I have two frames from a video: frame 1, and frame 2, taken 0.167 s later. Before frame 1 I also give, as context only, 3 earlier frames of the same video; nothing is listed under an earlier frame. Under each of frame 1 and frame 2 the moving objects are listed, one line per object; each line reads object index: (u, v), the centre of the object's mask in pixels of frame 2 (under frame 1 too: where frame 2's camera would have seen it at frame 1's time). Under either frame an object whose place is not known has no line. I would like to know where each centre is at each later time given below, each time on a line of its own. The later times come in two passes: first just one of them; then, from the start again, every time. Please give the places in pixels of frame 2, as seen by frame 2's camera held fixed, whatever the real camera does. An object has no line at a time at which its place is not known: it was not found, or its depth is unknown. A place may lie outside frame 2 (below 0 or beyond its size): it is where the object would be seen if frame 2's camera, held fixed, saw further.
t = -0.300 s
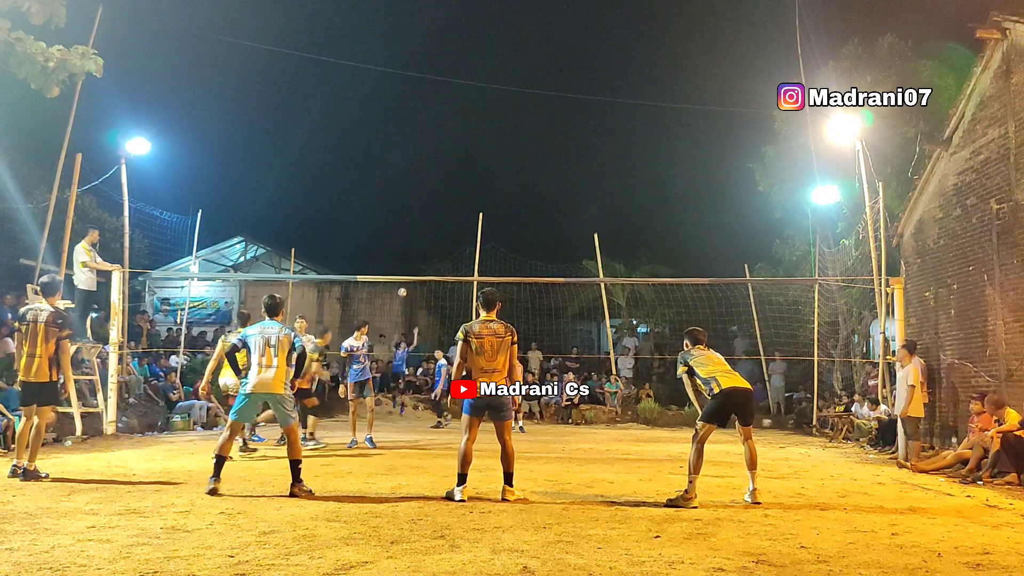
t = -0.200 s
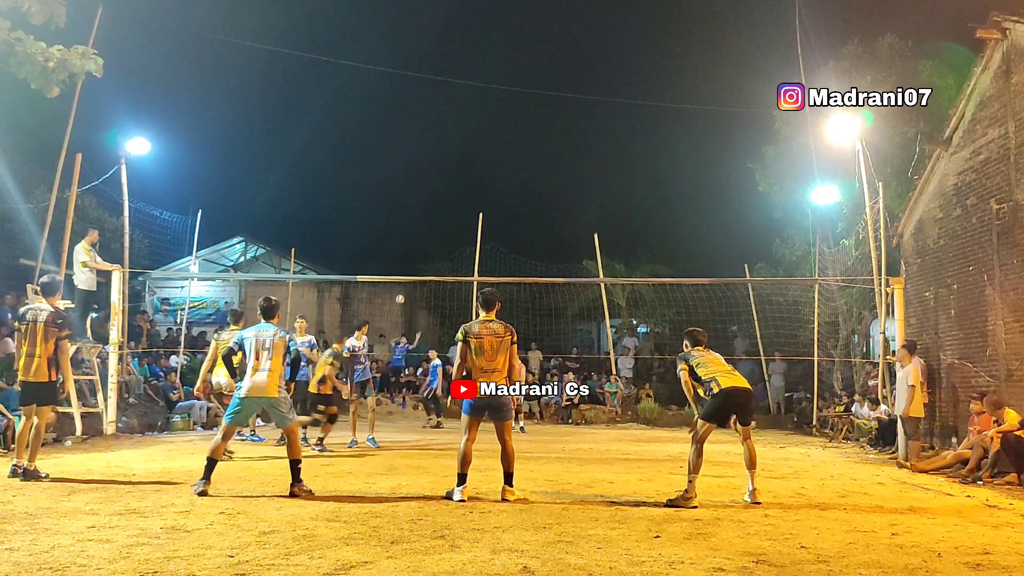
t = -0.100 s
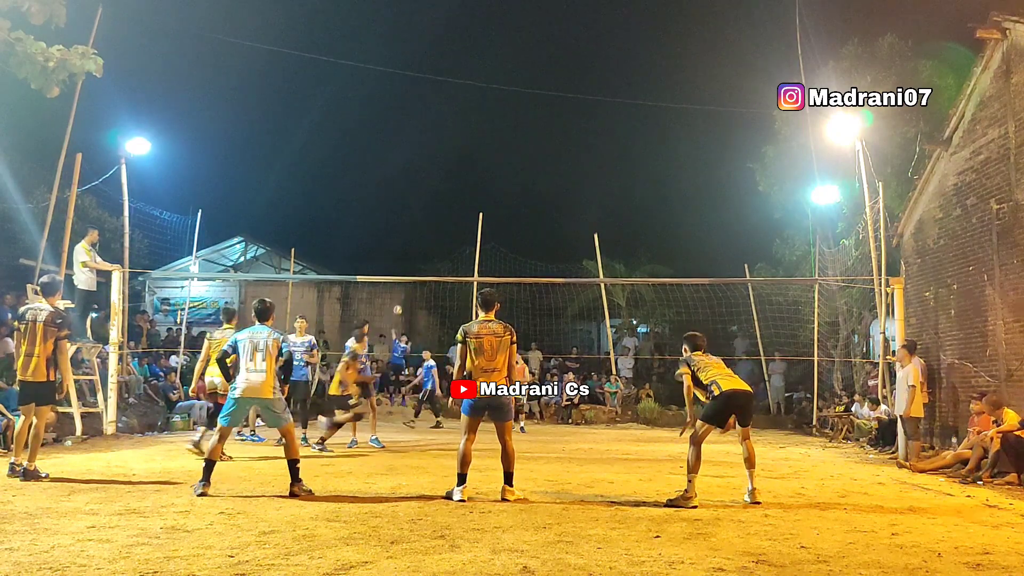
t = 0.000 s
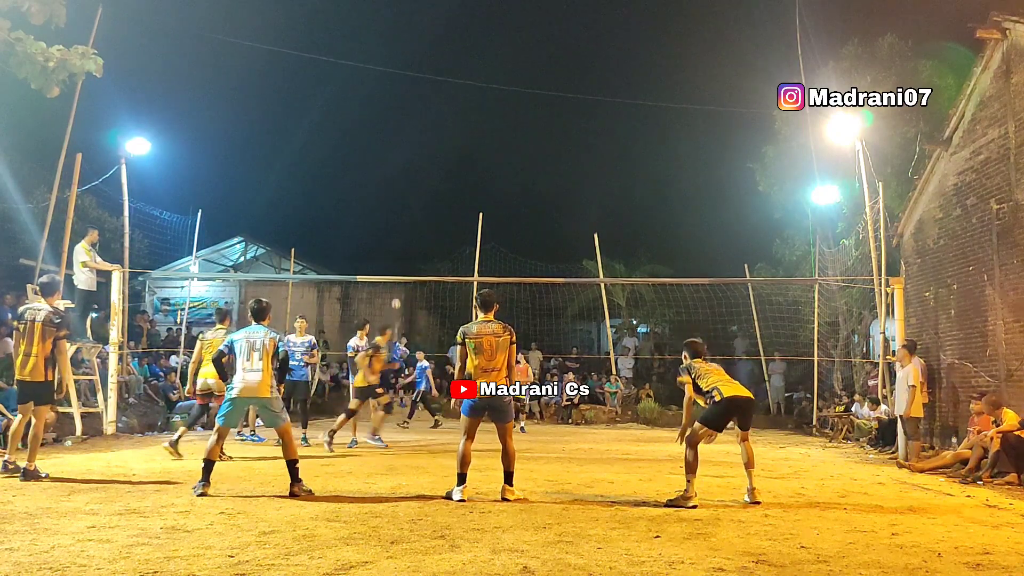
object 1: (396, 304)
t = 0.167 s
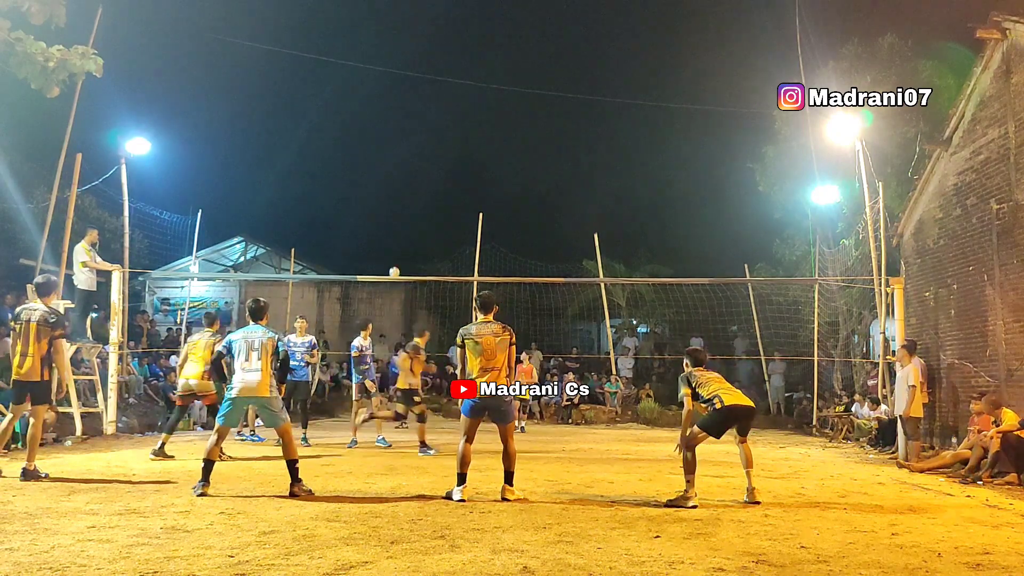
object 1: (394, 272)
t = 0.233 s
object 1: (394, 263)
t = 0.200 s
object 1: (394, 268)
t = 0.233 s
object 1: (394, 263)
